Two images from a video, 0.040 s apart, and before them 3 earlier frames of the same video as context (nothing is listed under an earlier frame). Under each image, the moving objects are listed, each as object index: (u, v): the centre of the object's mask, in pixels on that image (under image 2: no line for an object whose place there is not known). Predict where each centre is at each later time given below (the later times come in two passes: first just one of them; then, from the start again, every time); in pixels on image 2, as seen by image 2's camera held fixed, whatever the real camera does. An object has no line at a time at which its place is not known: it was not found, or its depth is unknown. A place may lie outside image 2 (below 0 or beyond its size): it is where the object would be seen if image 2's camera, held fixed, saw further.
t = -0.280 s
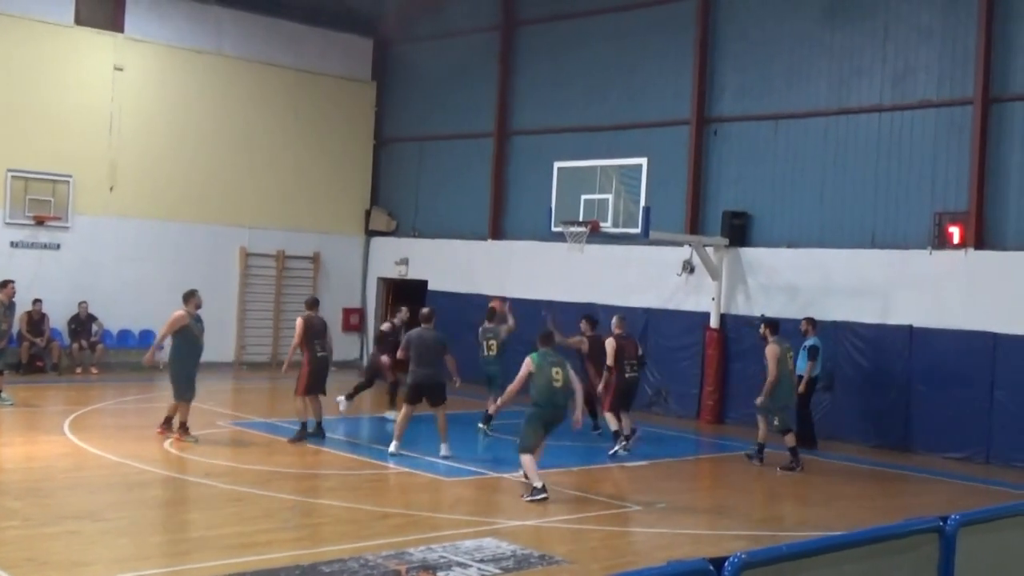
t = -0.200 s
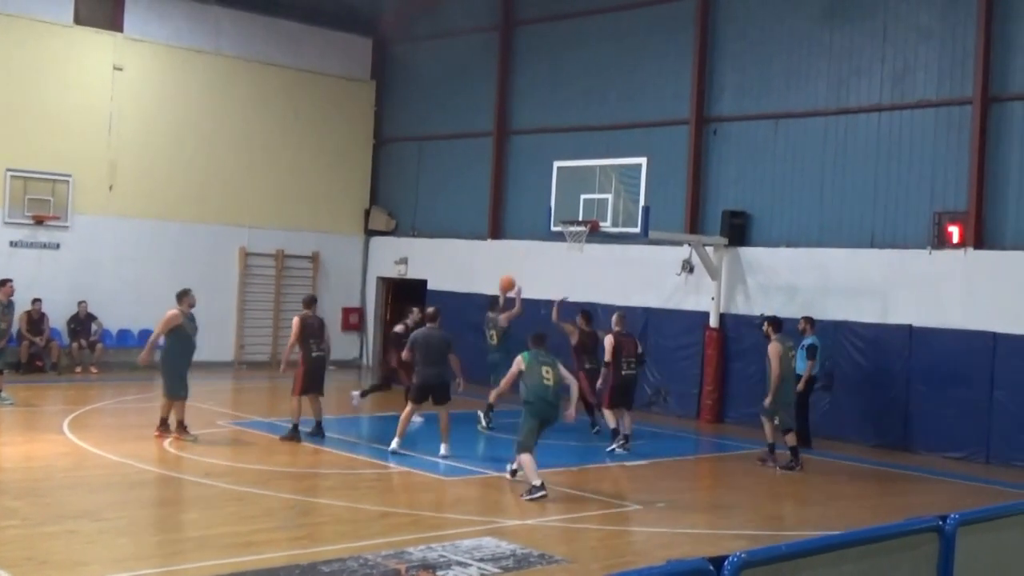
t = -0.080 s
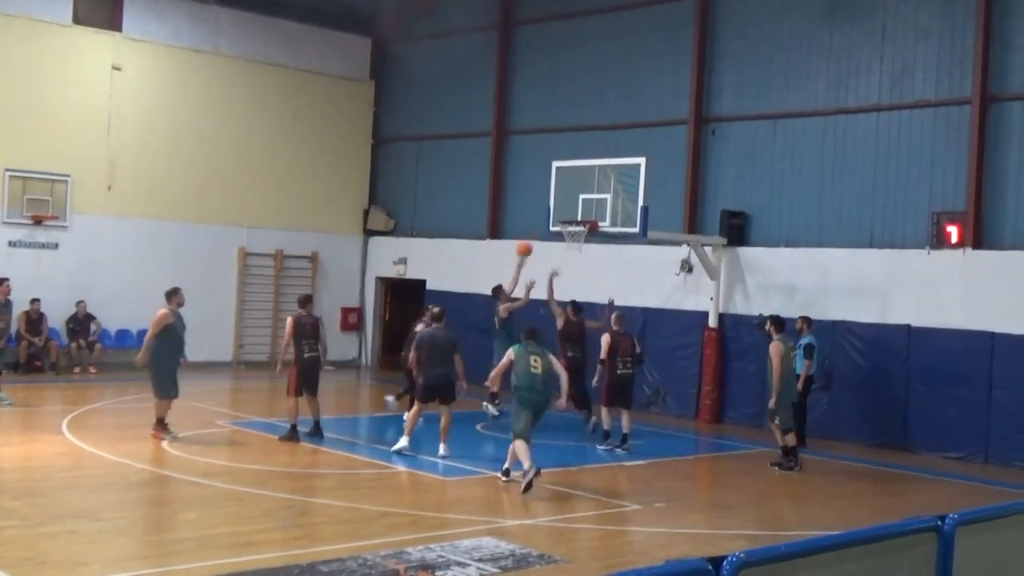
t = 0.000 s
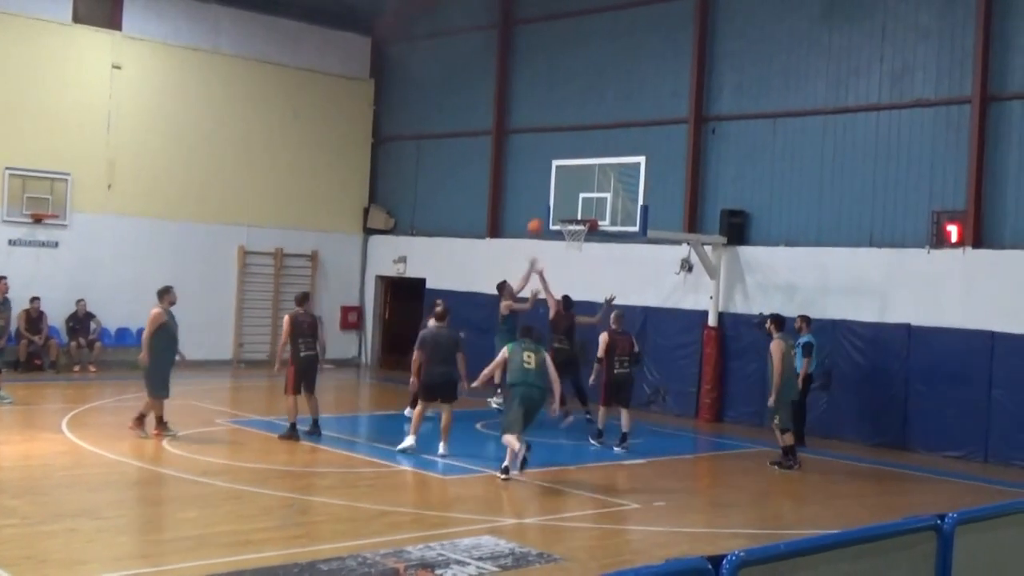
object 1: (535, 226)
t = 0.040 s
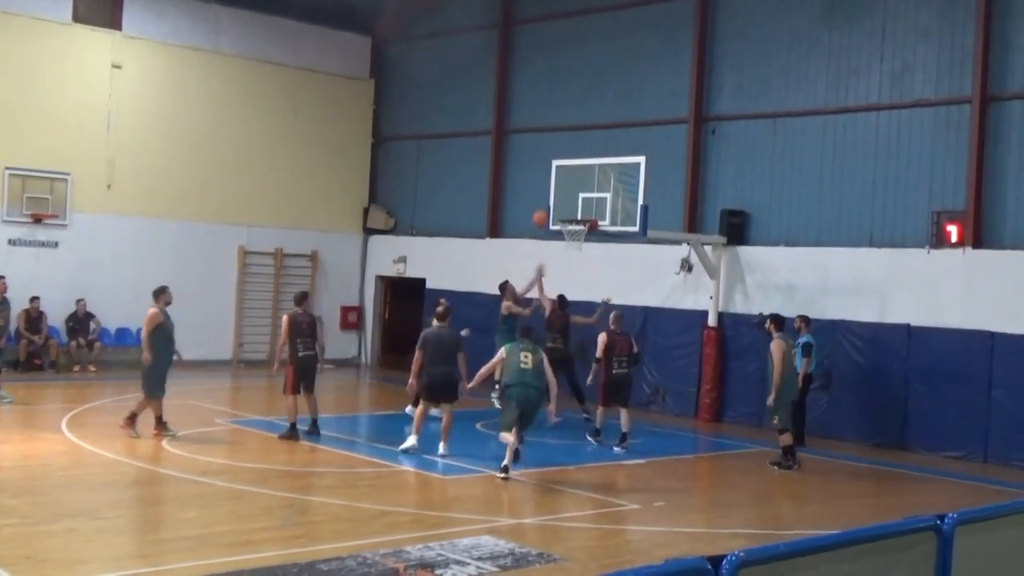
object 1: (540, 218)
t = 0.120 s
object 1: (550, 205)
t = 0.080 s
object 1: (545, 211)
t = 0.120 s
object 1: (550, 205)
